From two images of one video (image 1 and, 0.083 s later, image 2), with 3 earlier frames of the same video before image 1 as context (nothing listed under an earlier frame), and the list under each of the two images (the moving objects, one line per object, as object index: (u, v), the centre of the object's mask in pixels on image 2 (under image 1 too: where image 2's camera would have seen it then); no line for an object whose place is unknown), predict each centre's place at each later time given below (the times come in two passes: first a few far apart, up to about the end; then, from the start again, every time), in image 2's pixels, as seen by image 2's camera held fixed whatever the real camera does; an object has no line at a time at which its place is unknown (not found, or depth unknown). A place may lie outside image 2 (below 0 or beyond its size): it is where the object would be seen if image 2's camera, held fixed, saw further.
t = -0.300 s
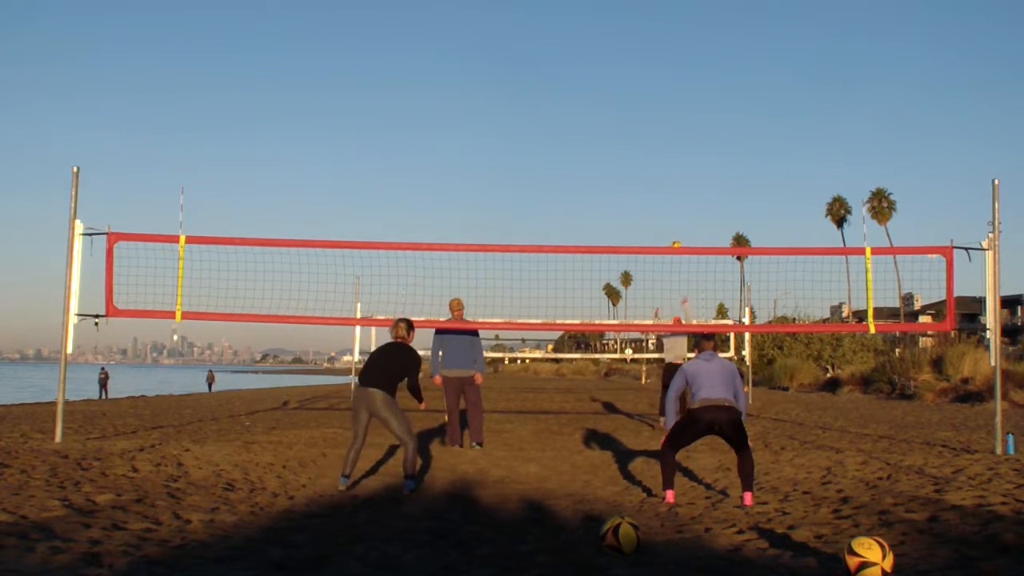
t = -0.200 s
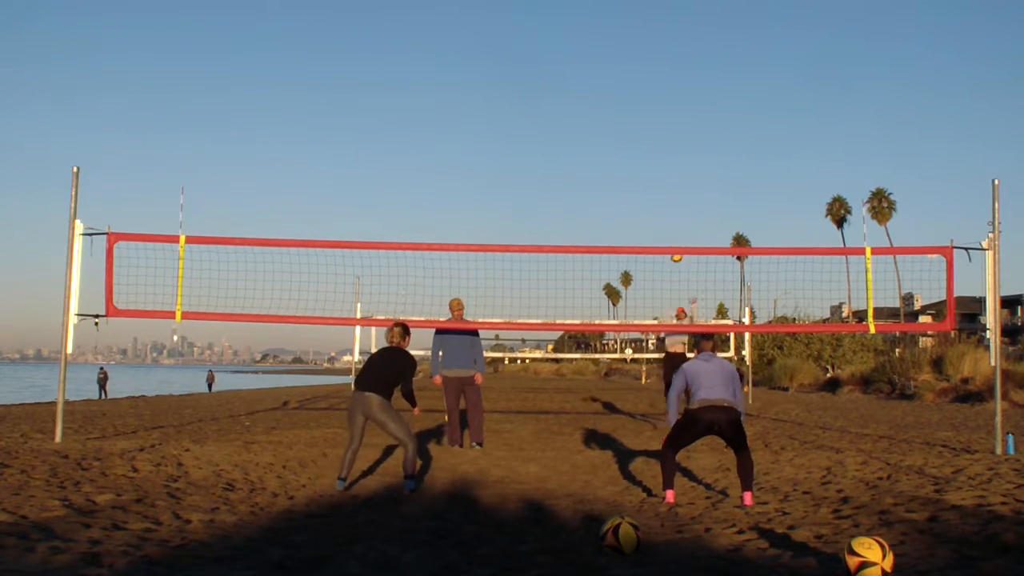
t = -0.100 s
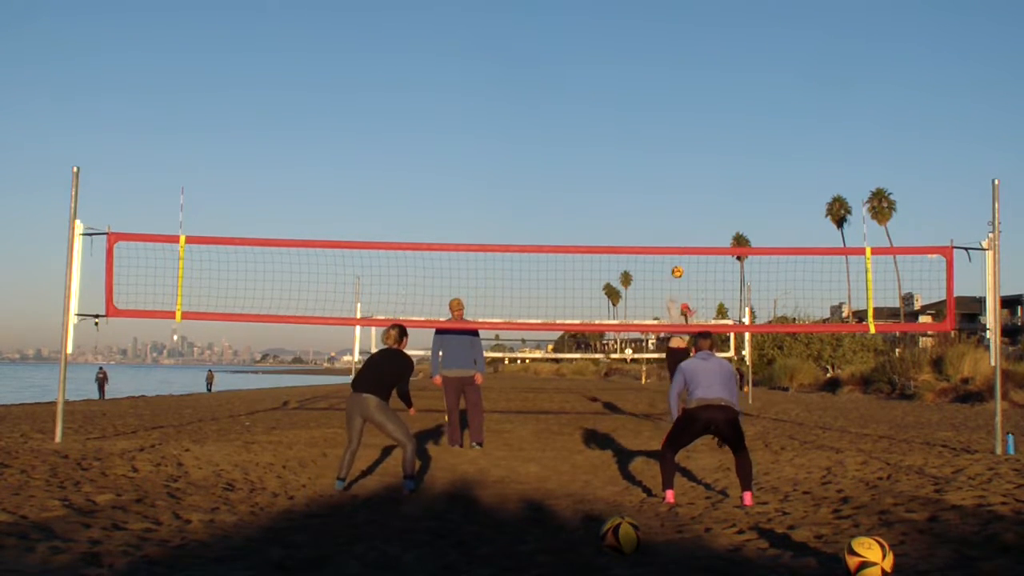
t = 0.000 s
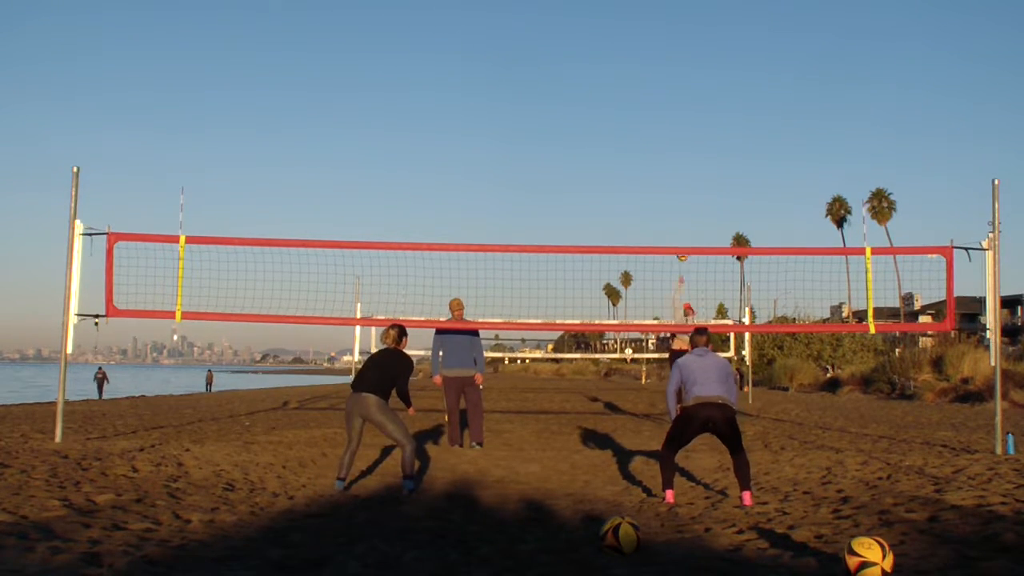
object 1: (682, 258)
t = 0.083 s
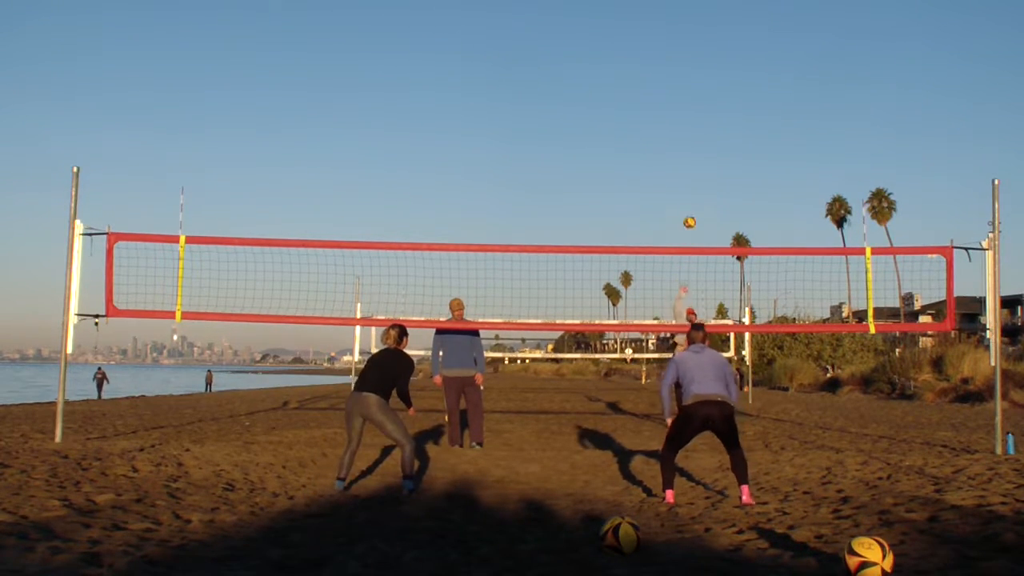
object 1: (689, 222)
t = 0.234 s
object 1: (704, 172)
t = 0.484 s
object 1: (734, 113)
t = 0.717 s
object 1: (768, 96)
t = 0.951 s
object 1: (807, 122)
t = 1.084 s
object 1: (831, 161)
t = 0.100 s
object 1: (691, 217)
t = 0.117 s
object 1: (692, 210)
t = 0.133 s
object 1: (694, 204)
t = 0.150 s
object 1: (696, 198)
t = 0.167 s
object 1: (697, 192)
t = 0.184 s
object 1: (699, 187)
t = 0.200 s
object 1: (700, 182)
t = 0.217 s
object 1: (702, 177)
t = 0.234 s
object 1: (704, 172)
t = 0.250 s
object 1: (706, 166)
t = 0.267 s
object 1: (708, 161)
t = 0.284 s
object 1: (710, 157)
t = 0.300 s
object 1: (712, 153)
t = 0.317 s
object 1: (714, 148)
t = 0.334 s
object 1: (716, 144)
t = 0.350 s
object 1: (718, 139)
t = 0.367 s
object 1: (720, 135)
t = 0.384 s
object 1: (722, 132)
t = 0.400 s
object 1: (724, 128)
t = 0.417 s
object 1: (726, 125)
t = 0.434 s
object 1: (728, 122)
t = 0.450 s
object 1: (730, 119)
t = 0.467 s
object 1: (732, 116)
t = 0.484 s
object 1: (734, 113)
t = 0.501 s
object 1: (736, 110)
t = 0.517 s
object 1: (739, 108)
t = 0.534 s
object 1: (741, 105)
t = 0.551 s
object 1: (743, 104)
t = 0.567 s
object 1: (746, 101)
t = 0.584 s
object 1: (748, 100)
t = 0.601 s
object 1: (750, 99)
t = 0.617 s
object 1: (753, 98)
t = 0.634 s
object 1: (755, 97)
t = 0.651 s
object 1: (758, 96)
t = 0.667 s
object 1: (760, 96)
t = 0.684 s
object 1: (763, 96)
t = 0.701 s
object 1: (766, 96)
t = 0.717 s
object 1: (768, 96)
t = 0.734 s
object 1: (771, 96)
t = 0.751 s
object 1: (773, 97)
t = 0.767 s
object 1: (776, 97)
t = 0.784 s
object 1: (779, 98)
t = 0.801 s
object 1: (782, 99)
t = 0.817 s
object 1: (784, 101)
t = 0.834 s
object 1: (787, 103)
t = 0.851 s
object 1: (790, 105)
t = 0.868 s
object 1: (792, 107)
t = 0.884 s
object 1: (795, 110)
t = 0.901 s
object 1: (799, 112)
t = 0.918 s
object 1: (801, 115)
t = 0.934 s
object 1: (804, 118)
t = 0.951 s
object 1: (807, 122)
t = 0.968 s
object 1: (810, 126)
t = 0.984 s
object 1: (812, 130)
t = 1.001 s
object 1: (816, 135)
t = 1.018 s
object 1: (819, 139)
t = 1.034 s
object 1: (822, 144)
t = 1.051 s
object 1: (825, 150)
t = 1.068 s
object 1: (828, 155)
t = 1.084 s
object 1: (831, 161)
